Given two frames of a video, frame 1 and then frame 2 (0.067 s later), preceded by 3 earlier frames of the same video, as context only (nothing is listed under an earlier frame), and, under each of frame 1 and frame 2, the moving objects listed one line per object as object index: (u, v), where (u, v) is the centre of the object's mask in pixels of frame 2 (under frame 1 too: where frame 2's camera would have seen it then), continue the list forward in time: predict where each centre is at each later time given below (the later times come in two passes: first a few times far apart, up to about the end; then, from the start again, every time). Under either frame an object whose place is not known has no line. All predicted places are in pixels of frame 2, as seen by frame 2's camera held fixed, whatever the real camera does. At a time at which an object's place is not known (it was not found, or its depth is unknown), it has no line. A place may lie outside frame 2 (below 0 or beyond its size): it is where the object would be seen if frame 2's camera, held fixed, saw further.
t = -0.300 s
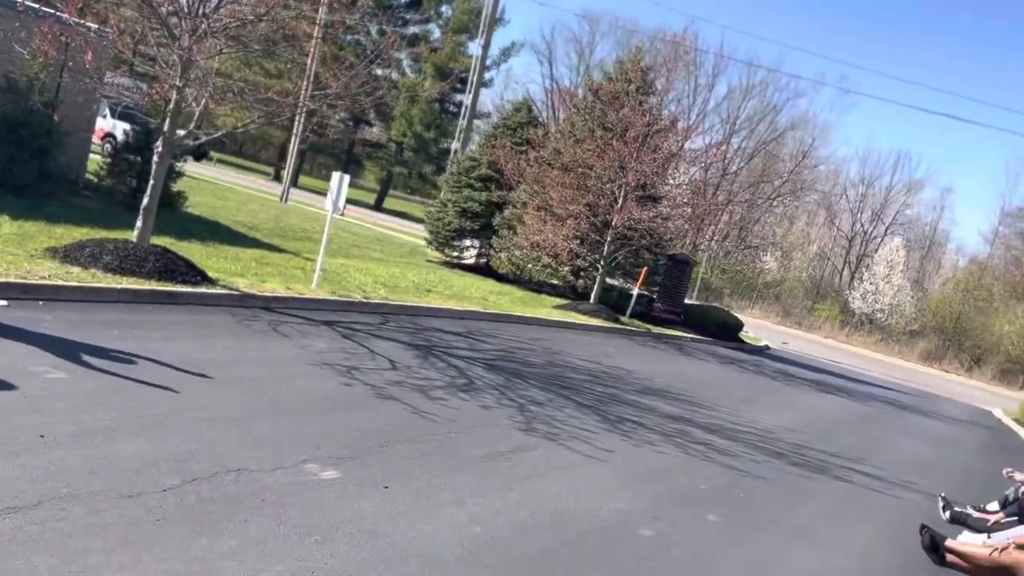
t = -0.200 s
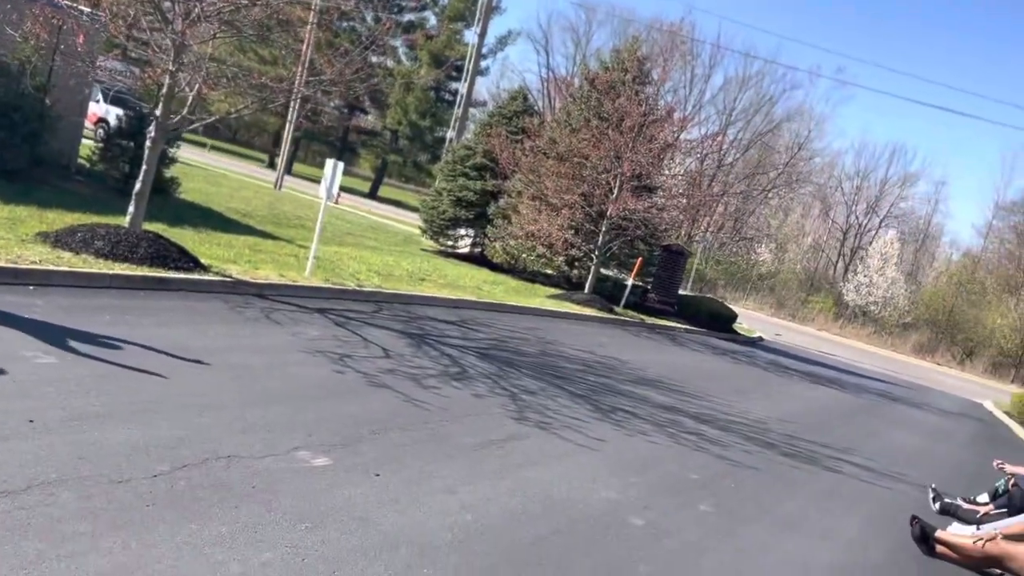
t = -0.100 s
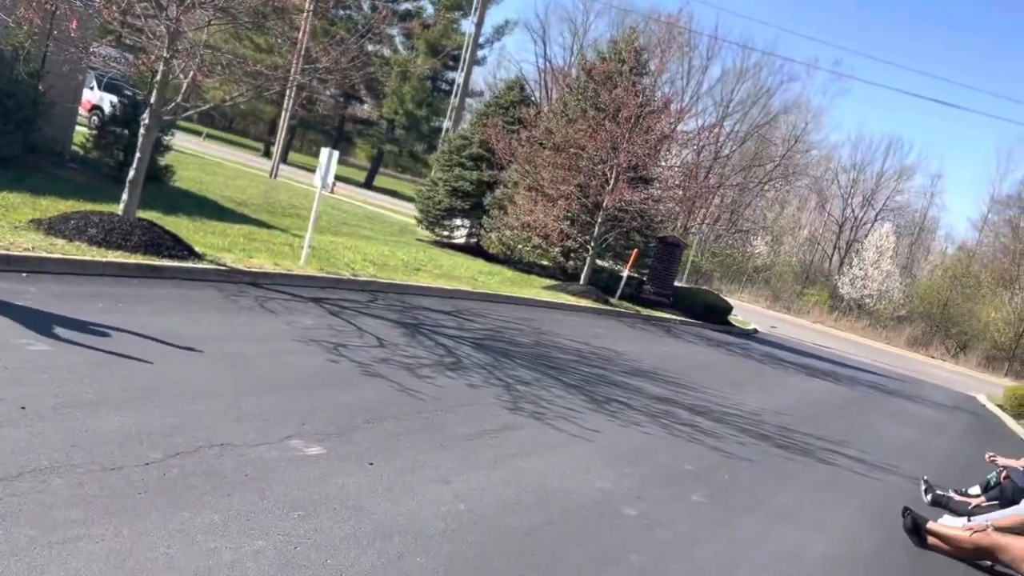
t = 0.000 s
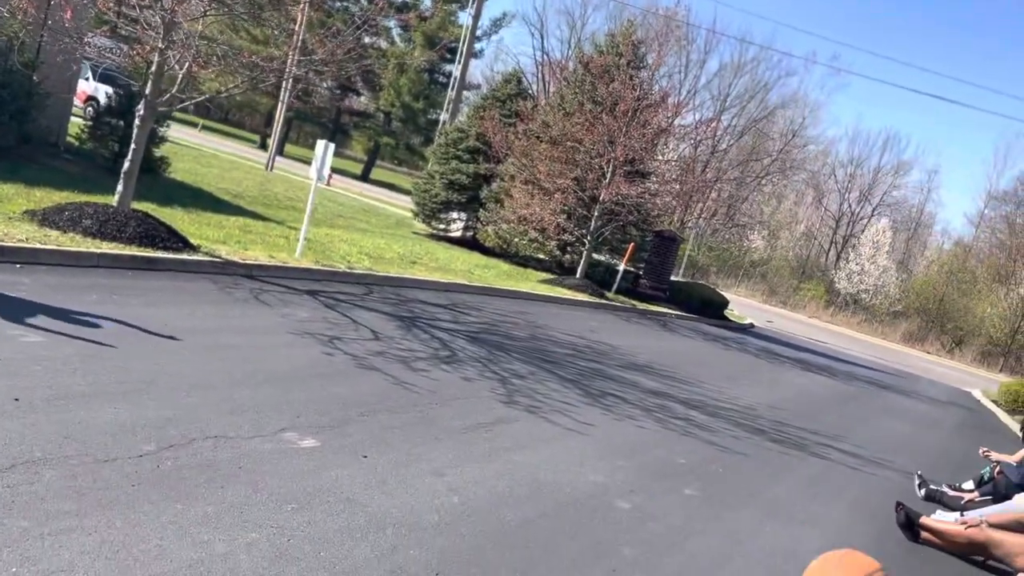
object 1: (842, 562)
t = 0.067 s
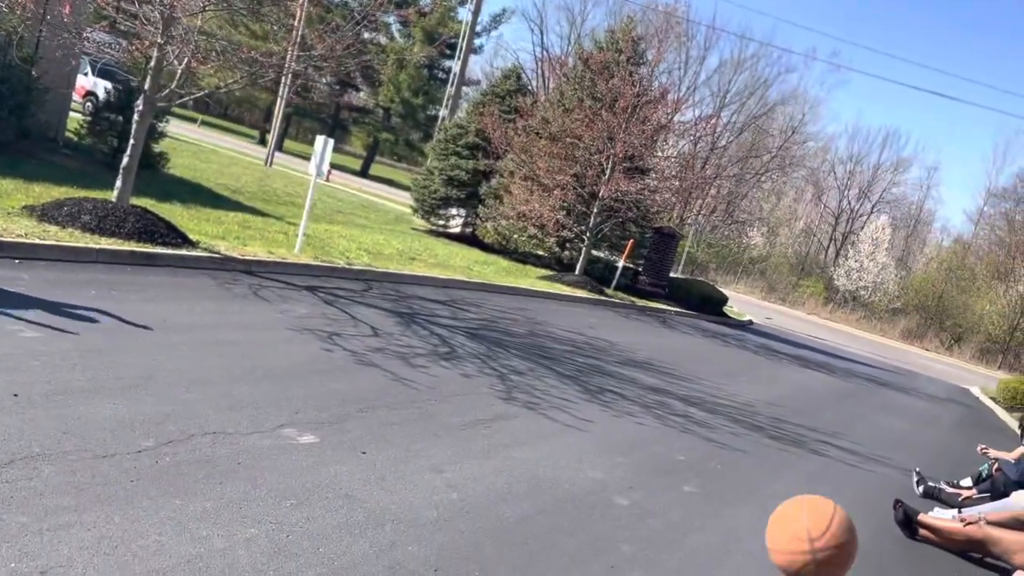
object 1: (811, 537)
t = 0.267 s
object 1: (689, 474)
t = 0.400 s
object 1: (593, 500)
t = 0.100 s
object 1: (793, 519)
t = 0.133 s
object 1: (774, 502)
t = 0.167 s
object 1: (754, 490)
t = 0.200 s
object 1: (732, 481)
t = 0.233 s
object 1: (710, 476)
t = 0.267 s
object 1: (689, 474)
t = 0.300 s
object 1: (665, 475)
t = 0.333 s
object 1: (642, 480)
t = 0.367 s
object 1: (618, 489)
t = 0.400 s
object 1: (593, 500)
